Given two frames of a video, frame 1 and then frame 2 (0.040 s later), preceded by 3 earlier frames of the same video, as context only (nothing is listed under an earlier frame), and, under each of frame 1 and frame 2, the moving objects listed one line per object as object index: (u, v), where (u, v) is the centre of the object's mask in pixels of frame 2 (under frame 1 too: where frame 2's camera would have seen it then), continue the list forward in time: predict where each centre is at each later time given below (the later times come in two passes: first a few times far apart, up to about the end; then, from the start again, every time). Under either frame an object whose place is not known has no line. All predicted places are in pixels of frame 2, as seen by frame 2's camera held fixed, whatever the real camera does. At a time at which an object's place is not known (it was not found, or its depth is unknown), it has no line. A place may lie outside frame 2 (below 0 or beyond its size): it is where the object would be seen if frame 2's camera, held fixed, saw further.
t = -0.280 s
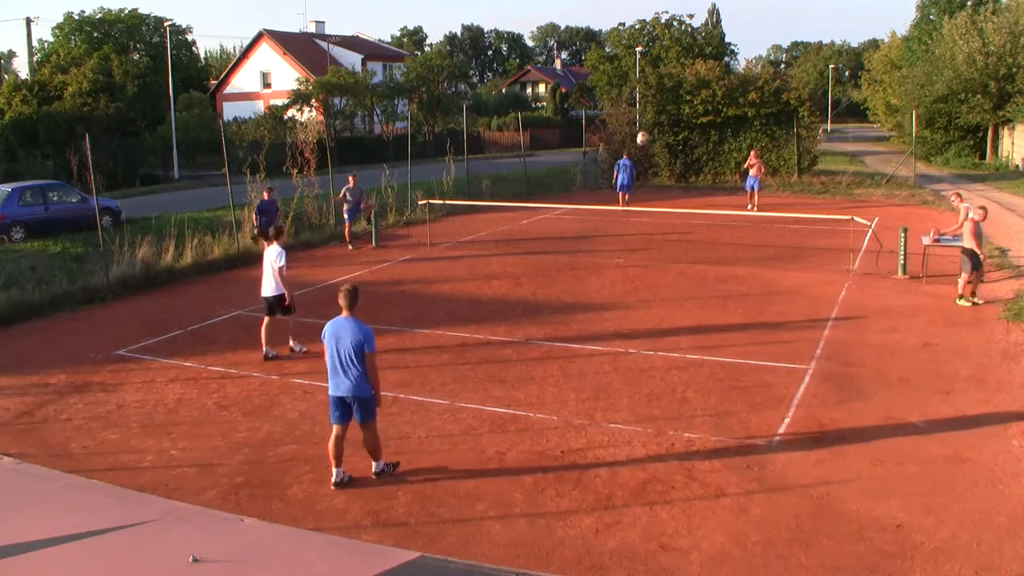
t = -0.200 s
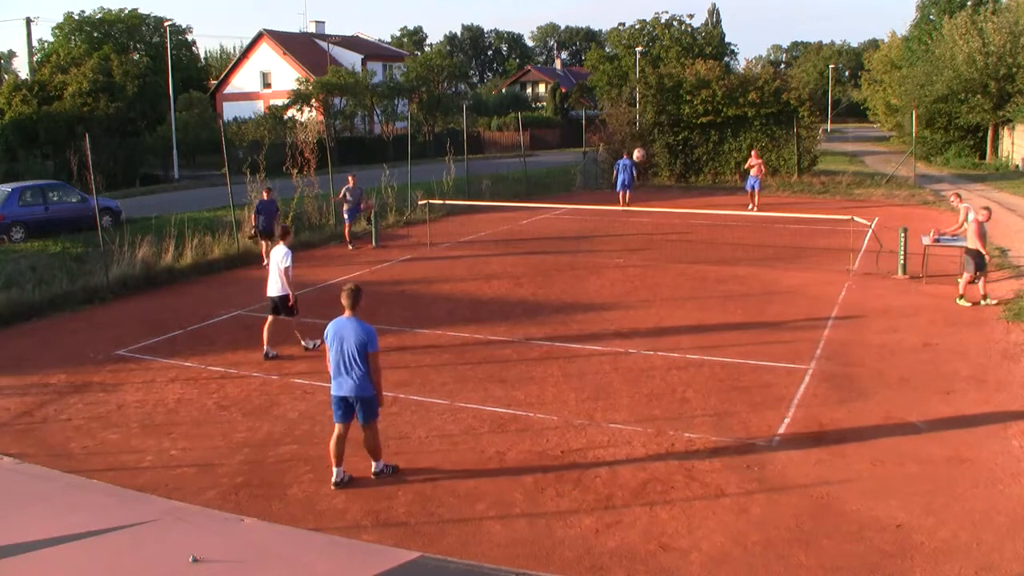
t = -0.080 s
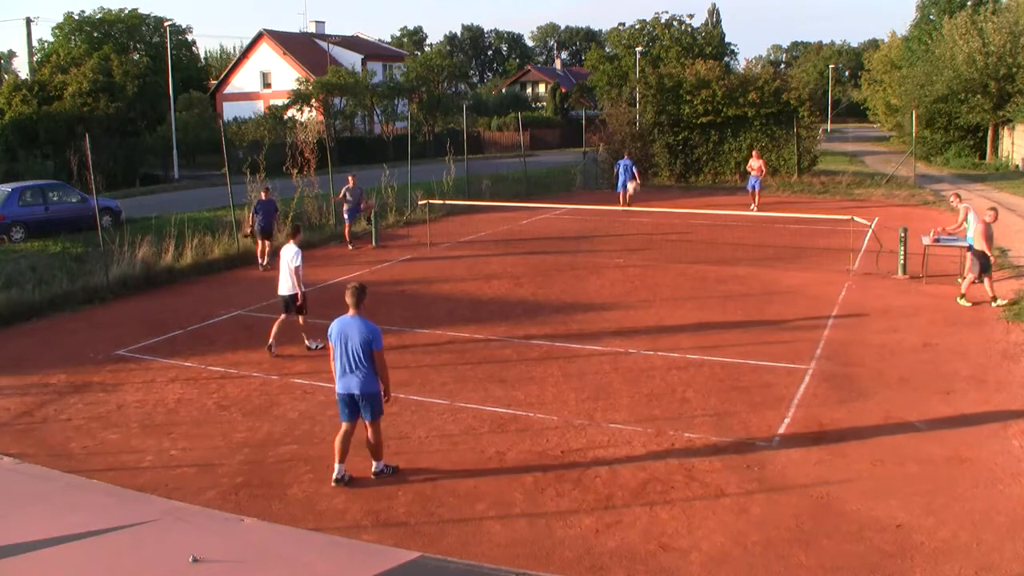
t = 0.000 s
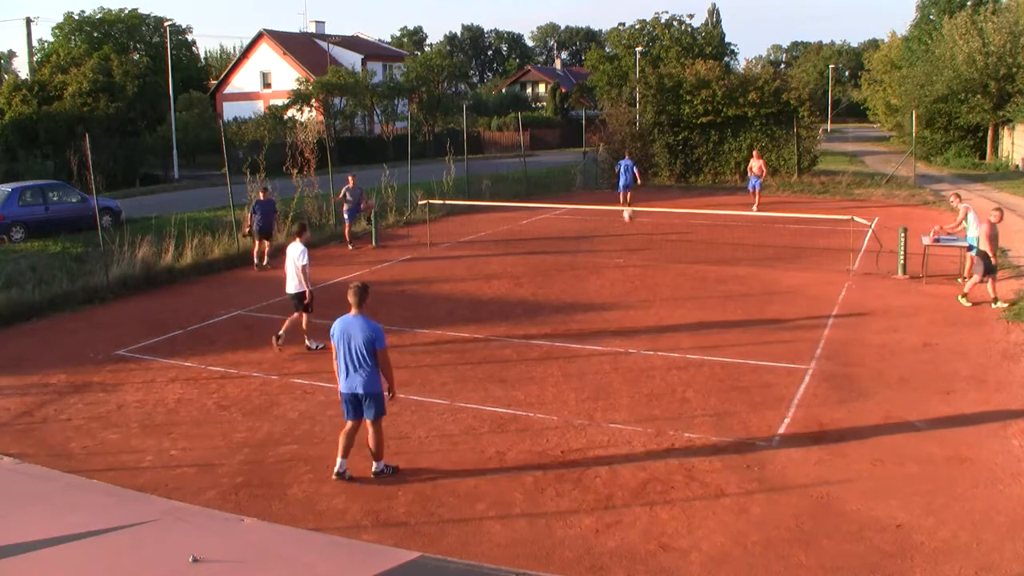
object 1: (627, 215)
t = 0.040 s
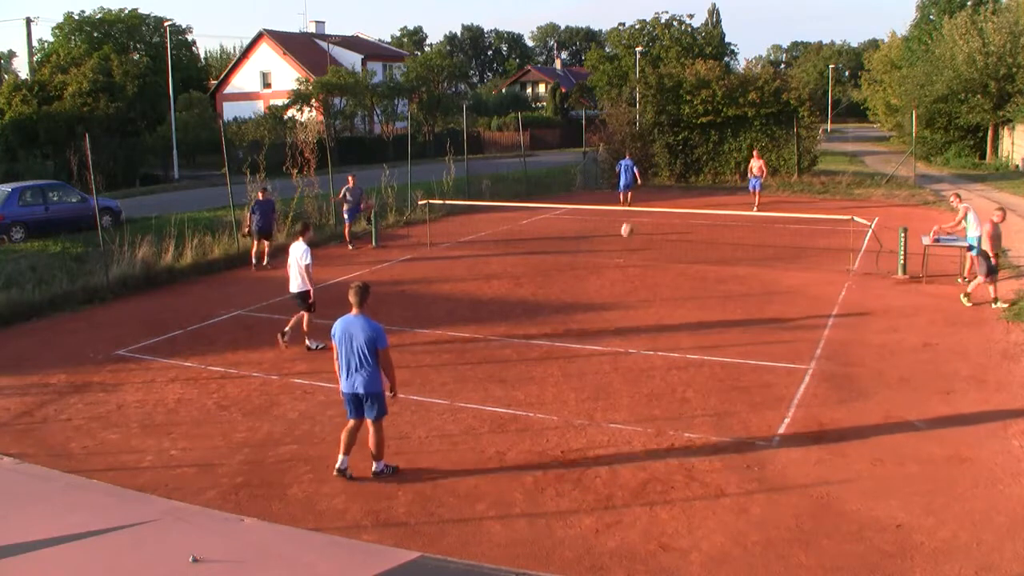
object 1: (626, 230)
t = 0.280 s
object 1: (616, 277)
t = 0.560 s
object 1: (605, 214)
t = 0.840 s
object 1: (593, 199)
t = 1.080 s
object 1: (582, 230)
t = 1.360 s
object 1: (568, 320)
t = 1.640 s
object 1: (552, 294)
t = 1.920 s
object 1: (538, 283)
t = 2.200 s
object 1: (522, 335)
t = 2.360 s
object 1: (514, 385)
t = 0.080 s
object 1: (624, 246)
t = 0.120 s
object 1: (622, 263)
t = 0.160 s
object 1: (619, 281)
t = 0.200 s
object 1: (618, 299)
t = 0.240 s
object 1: (617, 289)
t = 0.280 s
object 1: (616, 277)
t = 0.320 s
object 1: (614, 265)
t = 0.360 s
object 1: (613, 255)
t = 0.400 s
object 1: (612, 244)
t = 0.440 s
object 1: (609, 235)
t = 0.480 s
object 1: (607, 228)
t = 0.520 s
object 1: (607, 220)
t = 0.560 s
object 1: (605, 214)
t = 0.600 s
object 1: (604, 209)
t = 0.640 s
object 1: (602, 205)
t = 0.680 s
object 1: (600, 202)
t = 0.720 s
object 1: (599, 199)
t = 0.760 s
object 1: (597, 198)
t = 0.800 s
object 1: (595, 198)
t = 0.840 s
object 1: (593, 199)
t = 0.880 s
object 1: (592, 201)
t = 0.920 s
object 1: (590, 205)
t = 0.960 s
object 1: (587, 209)
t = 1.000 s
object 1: (585, 215)
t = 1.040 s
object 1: (583, 222)
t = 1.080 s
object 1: (582, 230)
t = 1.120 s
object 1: (579, 239)
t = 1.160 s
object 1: (577, 249)
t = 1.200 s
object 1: (576, 260)
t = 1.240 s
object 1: (573, 274)
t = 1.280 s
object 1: (572, 288)
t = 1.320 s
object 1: (568, 304)
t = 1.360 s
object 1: (568, 320)
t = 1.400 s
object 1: (566, 337)
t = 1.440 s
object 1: (564, 337)
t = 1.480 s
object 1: (562, 326)
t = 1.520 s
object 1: (560, 316)
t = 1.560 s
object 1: (558, 308)
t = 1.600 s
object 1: (555, 301)
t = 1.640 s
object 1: (552, 294)
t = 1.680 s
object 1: (550, 289)
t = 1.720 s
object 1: (550, 285)
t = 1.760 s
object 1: (547, 282)
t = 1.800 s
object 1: (545, 281)
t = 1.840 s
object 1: (543, 280)
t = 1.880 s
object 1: (540, 281)
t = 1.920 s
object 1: (538, 283)
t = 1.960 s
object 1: (536, 287)
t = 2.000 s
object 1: (532, 291)
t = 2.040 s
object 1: (532, 297)
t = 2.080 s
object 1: (529, 304)
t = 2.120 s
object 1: (527, 313)
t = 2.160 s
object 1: (525, 323)
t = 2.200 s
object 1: (522, 335)
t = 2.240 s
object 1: (519, 349)
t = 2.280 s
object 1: (517, 363)
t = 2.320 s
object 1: (515, 379)
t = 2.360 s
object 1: (514, 385)
